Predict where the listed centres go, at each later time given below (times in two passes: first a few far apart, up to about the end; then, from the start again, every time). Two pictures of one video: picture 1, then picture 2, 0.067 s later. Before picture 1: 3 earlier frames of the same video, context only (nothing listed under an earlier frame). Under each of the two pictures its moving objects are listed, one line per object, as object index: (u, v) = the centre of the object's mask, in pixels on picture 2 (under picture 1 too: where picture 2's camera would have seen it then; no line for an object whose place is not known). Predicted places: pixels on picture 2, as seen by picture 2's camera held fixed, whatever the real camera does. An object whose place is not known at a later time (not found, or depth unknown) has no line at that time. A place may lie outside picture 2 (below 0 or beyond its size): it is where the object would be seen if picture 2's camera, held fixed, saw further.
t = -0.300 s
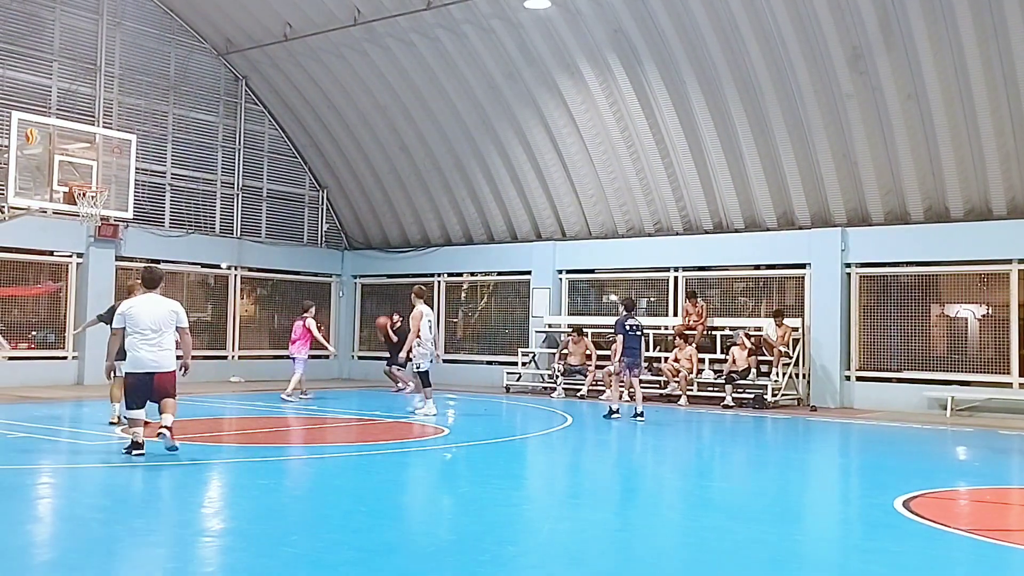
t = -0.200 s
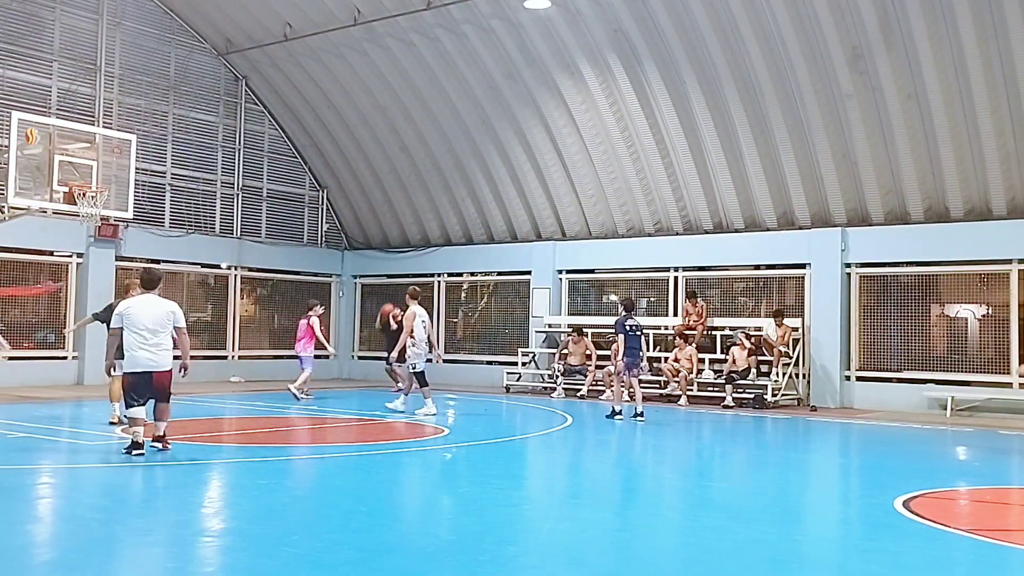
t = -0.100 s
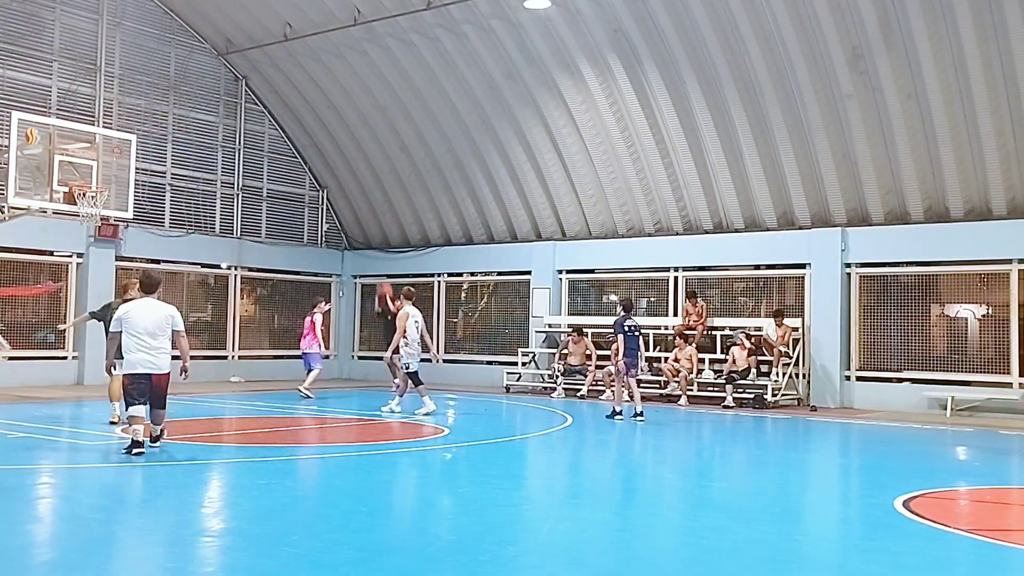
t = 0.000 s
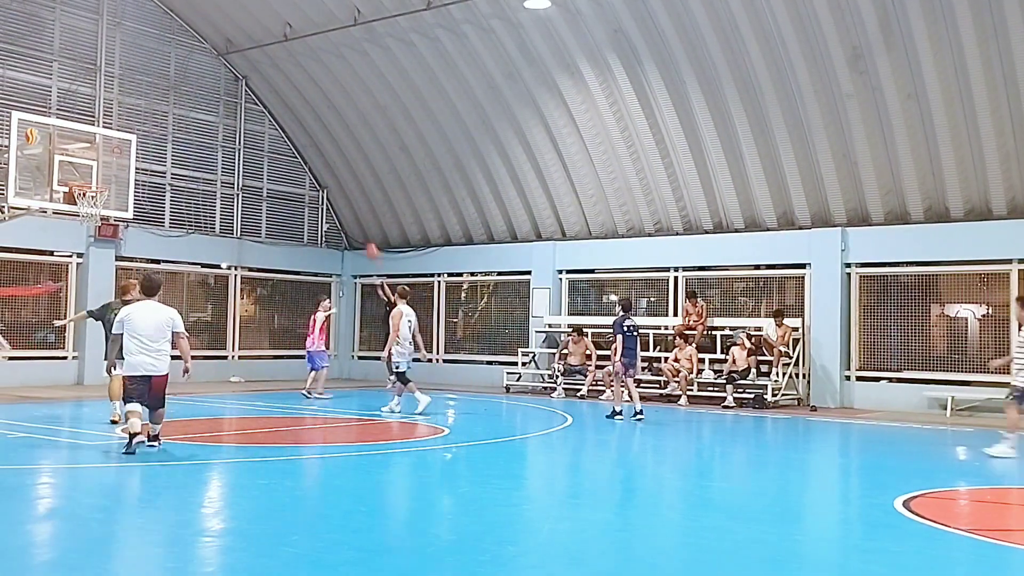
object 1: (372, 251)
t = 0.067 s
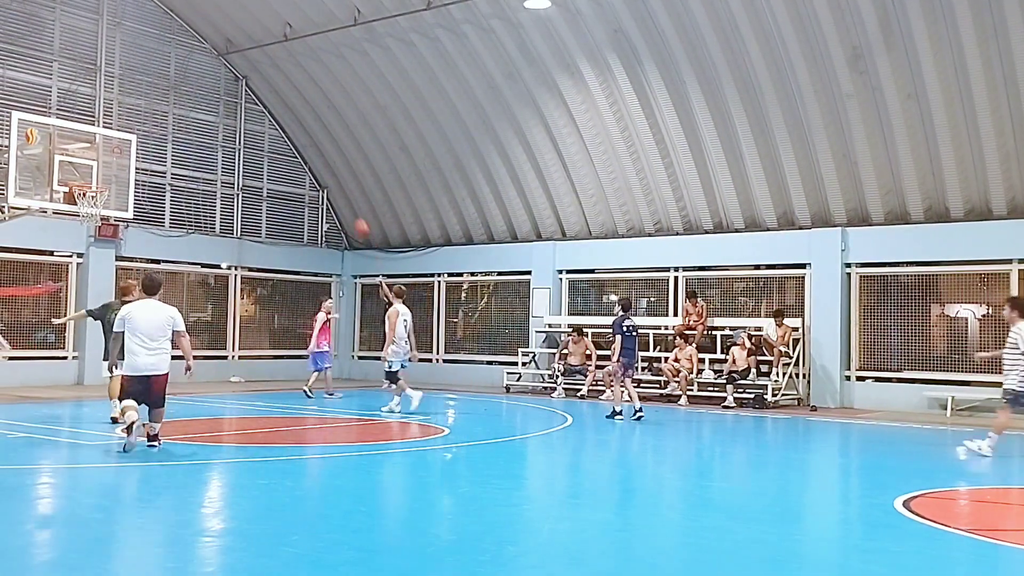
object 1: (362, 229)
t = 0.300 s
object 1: (320, 156)
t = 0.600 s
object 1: (261, 102)
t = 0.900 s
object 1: (193, 97)
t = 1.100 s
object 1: (143, 127)
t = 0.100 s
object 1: (356, 215)
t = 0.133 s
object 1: (350, 204)
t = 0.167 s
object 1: (345, 194)
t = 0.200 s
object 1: (339, 184)
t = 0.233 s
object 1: (332, 174)
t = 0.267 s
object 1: (326, 165)
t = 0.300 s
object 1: (320, 156)
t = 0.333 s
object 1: (314, 148)
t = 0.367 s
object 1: (307, 140)
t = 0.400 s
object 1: (301, 133)
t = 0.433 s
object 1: (296, 127)
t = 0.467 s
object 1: (288, 120)
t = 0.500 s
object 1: (281, 115)
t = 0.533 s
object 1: (274, 110)
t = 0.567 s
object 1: (267, 106)
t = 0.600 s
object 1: (261, 102)
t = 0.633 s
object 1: (254, 99)
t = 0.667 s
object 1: (246, 96)
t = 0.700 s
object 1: (239, 94)
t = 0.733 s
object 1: (231, 93)
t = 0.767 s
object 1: (225, 93)
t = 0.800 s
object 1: (217, 92)
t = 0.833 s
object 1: (210, 93)
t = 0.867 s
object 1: (201, 95)
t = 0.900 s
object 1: (193, 97)
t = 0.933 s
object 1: (185, 100)
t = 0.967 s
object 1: (177, 104)
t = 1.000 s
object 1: (169, 108)
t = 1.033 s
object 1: (161, 113)
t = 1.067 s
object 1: (151, 119)
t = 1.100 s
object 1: (143, 127)
